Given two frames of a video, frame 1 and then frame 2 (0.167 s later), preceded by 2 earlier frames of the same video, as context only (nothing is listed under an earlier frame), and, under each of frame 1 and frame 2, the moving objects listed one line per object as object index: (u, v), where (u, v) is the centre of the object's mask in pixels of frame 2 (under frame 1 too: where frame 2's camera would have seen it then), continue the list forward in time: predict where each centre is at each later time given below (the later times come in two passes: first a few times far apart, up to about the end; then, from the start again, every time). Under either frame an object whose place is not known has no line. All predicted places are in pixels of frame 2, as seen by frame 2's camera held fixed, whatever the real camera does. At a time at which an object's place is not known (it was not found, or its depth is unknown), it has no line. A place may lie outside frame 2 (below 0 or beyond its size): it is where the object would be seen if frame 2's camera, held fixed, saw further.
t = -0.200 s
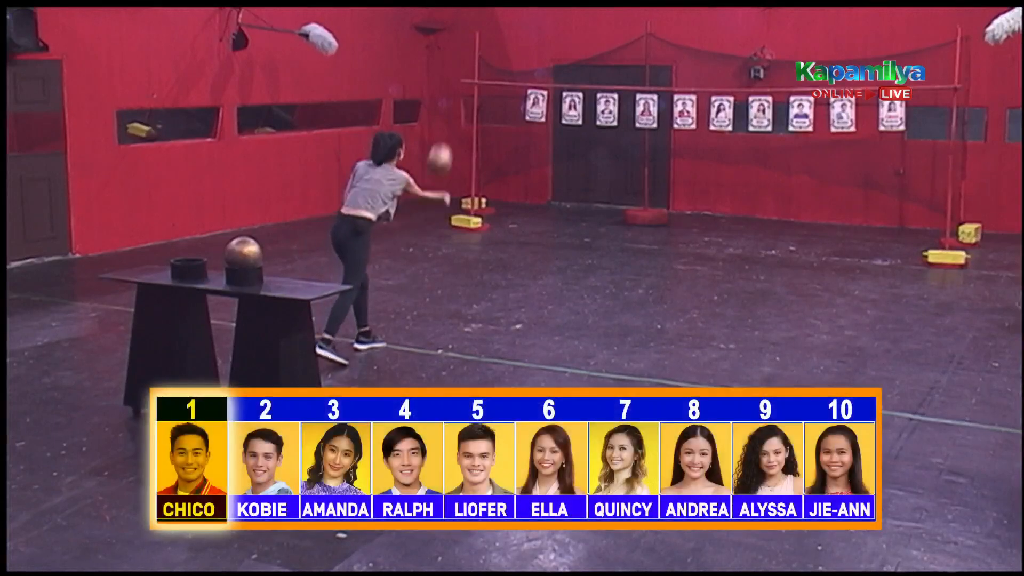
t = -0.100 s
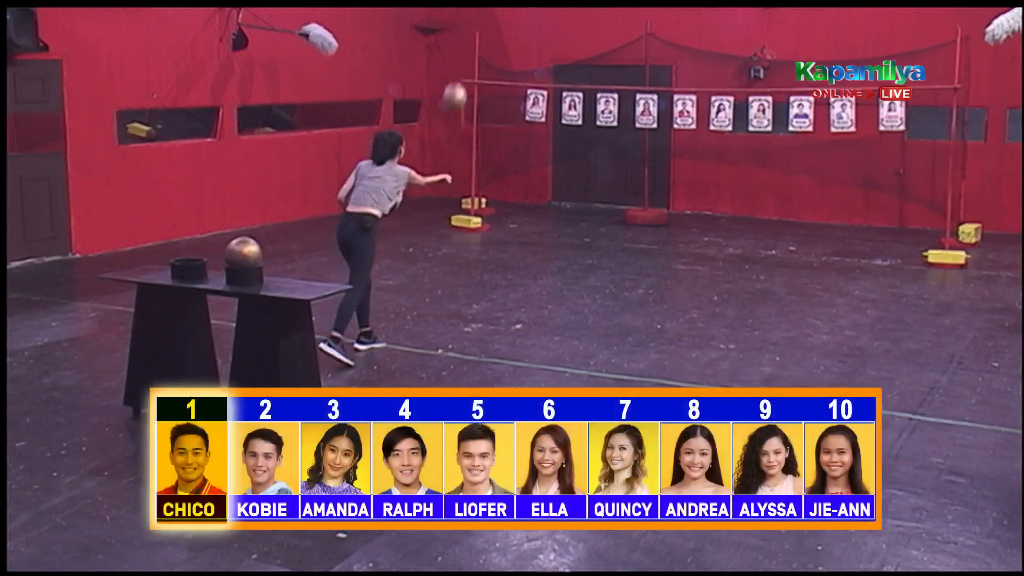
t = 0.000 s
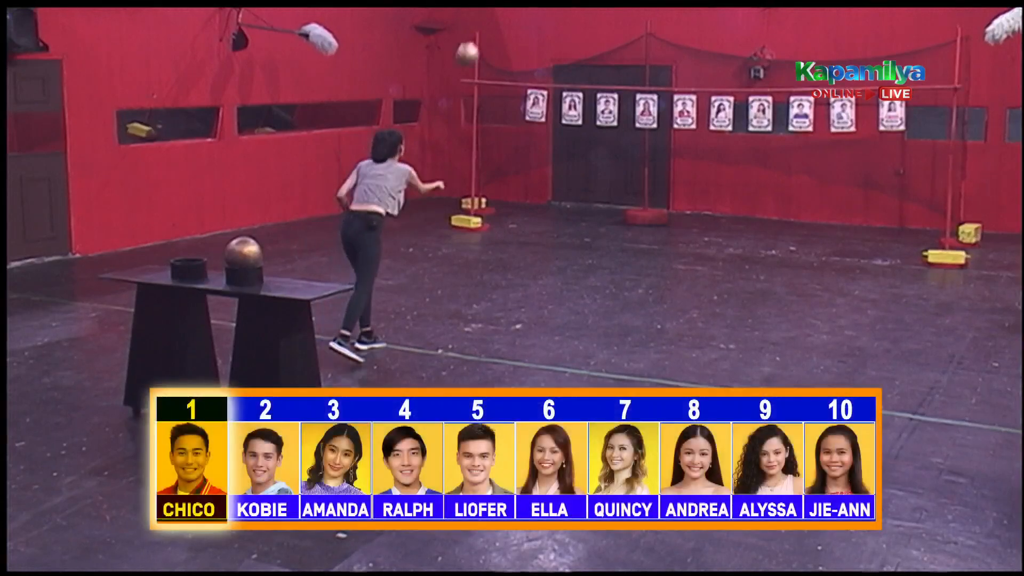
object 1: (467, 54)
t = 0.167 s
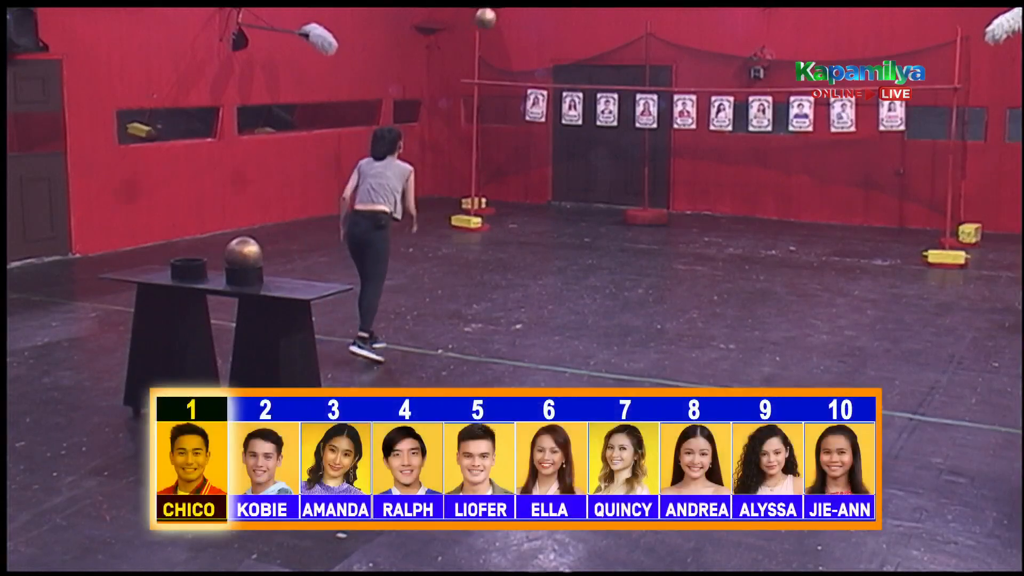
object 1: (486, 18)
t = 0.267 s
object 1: (494, 14)
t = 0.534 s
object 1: (511, 39)
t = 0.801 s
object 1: (520, 50)
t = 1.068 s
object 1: (522, 37)
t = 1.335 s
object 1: (523, 70)
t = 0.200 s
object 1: (489, 16)
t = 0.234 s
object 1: (492, 15)
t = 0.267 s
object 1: (494, 14)
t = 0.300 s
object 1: (497, 14)
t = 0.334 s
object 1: (500, 15)
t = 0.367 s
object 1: (502, 16)
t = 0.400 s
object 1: (504, 19)
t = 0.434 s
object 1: (506, 23)
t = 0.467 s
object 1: (508, 27)
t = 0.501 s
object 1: (510, 33)
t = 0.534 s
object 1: (511, 39)
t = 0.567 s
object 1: (513, 46)
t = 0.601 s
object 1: (515, 54)
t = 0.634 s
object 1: (517, 62)
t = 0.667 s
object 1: (519, 72)
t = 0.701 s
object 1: (519, 69)
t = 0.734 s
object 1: (519, 62)
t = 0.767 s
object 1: (519, 56)
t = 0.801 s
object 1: (520, 50)
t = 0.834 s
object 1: (520, 45)
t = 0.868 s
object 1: (520, 42)
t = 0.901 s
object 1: (520, 38)
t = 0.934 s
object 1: (521, 37)
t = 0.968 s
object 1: (521, 35)
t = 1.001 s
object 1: (521, 35)
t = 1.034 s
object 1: (522, 35)
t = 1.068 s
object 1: (522, 37)
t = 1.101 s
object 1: (522, 38)
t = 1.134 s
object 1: (522, 41)
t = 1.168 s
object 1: (522, 45)
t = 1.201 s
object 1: (523, 49)
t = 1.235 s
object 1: (523, 54)
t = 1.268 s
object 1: (523, 59)
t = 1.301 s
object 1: (523, 65)
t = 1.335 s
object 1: (523, 70)
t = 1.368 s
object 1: (524, 78)
